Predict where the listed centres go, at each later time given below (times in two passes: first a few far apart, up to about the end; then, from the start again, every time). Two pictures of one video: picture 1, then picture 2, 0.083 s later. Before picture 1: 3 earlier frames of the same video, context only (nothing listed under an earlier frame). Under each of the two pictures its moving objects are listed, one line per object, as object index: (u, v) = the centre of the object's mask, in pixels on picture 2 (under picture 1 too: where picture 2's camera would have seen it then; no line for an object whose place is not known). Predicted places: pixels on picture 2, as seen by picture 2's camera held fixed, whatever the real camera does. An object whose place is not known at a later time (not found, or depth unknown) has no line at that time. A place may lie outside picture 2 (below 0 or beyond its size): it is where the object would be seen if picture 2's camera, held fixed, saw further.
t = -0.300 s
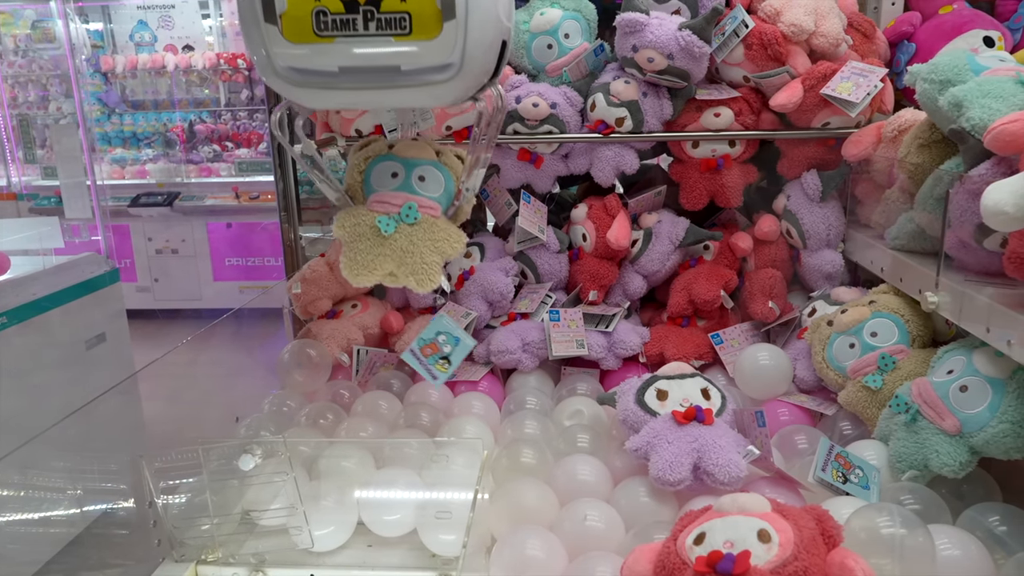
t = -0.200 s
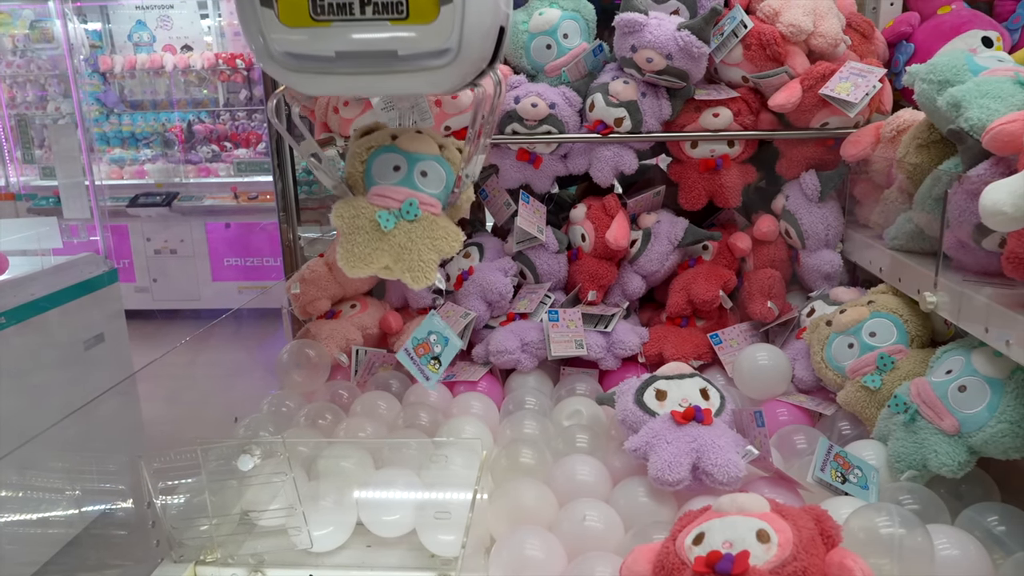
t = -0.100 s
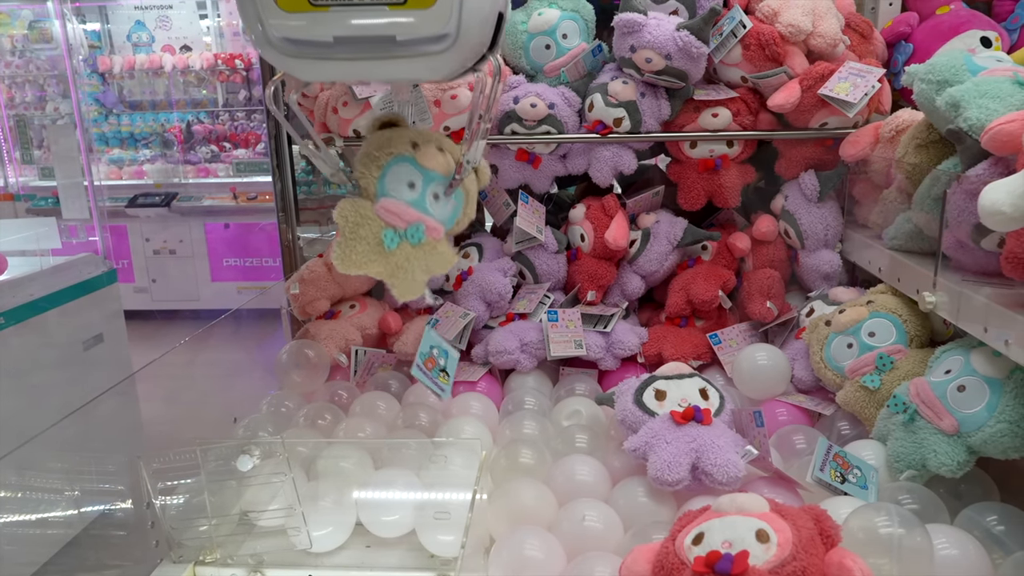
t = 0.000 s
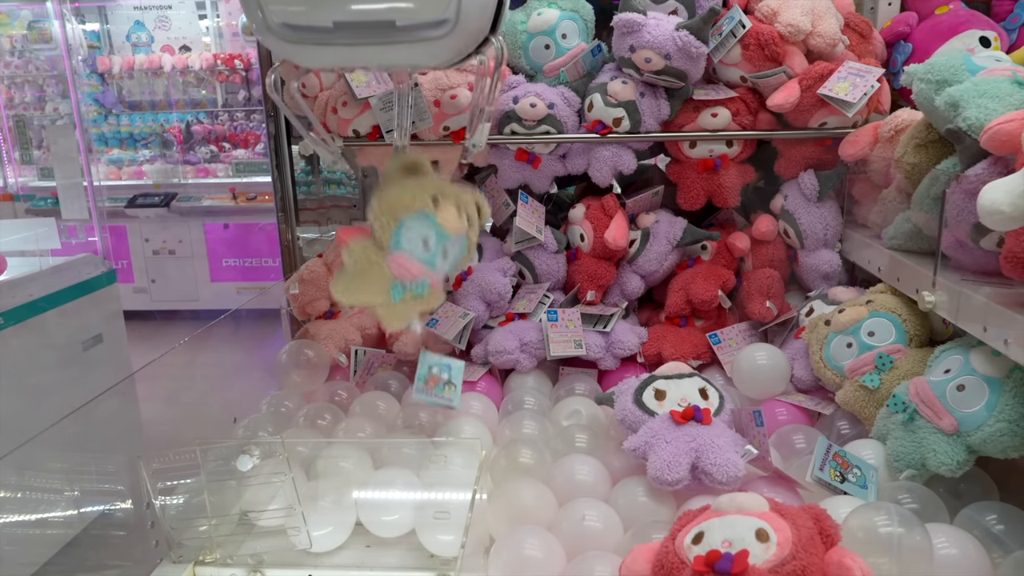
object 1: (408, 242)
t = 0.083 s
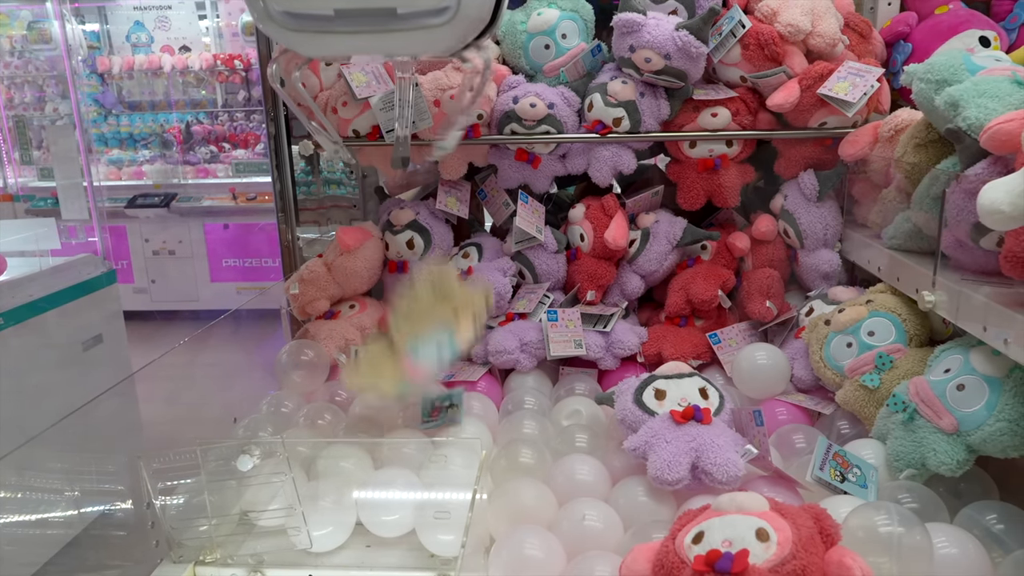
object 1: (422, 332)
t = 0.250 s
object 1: (477, 387)
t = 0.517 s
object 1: (464, 421)
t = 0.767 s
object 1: (421, 418)
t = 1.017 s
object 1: (421, 418)
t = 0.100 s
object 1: (423, 360)
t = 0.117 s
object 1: (424, 386)
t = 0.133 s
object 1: (426, 394)
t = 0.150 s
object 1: (433, 393)
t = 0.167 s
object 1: (441, 394)
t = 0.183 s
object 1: (454, 396)
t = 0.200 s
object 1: (462, 395)
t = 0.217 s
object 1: (468, 392)
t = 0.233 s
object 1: (471, 387)
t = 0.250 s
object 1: (477, 387)
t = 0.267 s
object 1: (481, 386)
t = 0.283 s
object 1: (485, 387)
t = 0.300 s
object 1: (488, 389)
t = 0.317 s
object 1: (491, 390)
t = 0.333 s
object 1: (492, 392)
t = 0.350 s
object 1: (492, 394)
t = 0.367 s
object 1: (492, 395)
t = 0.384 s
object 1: (492, 397)
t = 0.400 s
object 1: (490, 399)
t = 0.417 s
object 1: (488, 400)
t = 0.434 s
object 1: (485, 403)
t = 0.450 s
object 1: (483, 407)
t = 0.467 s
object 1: (480, 408)
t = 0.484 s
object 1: (473, 417)
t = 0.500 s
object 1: (469, 421)
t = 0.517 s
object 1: (464, 421)
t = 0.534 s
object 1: (461, 420)
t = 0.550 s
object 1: (457, 421)
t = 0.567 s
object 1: (454, 422)
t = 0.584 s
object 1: (450, 420)
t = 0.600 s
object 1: (445, 419)
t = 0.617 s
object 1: (441, 420)
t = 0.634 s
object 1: (436, 418)
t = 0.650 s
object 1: (432, 418)
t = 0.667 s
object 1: (428, 419)
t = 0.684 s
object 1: (427, 421)
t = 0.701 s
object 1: (425, 421)
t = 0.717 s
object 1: (424, 419)
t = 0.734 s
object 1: (423, 418)
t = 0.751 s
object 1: (422, 418)
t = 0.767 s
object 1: (421, 418)
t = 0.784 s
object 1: (420, 418)
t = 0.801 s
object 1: (420, 418)
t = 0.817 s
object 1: (421, 418)
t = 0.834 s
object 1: (421, 418)
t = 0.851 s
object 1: (421, 418)
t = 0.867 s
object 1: (421, 419)
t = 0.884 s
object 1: (421, 418)
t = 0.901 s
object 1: (421, 419)
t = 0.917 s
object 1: (421, 418)
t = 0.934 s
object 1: (421, 419)
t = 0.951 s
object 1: (421, 418)
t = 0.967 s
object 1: (421, 419)
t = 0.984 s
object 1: (421, 418)
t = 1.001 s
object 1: (421, 418)
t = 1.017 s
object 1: (421, 418)
